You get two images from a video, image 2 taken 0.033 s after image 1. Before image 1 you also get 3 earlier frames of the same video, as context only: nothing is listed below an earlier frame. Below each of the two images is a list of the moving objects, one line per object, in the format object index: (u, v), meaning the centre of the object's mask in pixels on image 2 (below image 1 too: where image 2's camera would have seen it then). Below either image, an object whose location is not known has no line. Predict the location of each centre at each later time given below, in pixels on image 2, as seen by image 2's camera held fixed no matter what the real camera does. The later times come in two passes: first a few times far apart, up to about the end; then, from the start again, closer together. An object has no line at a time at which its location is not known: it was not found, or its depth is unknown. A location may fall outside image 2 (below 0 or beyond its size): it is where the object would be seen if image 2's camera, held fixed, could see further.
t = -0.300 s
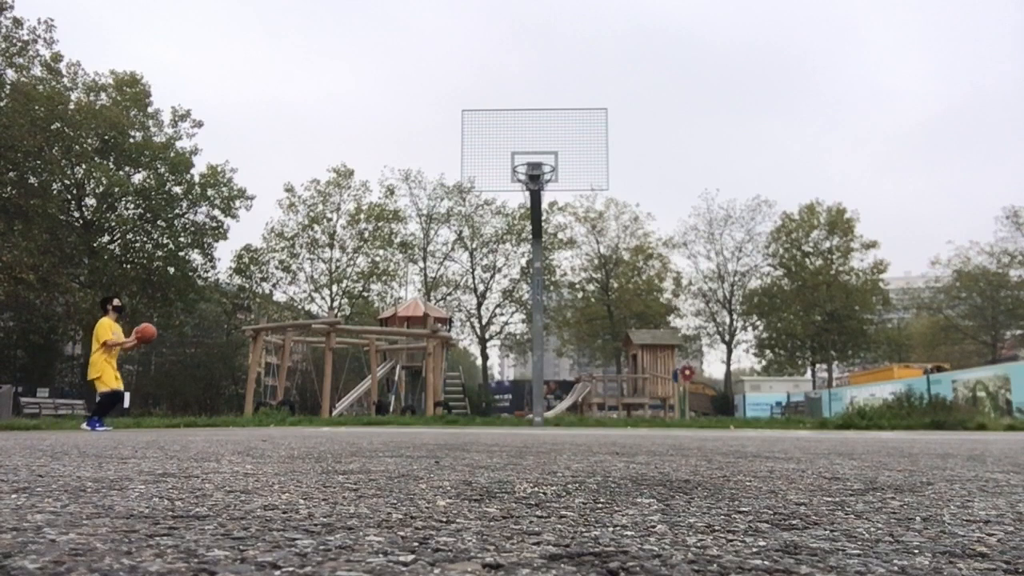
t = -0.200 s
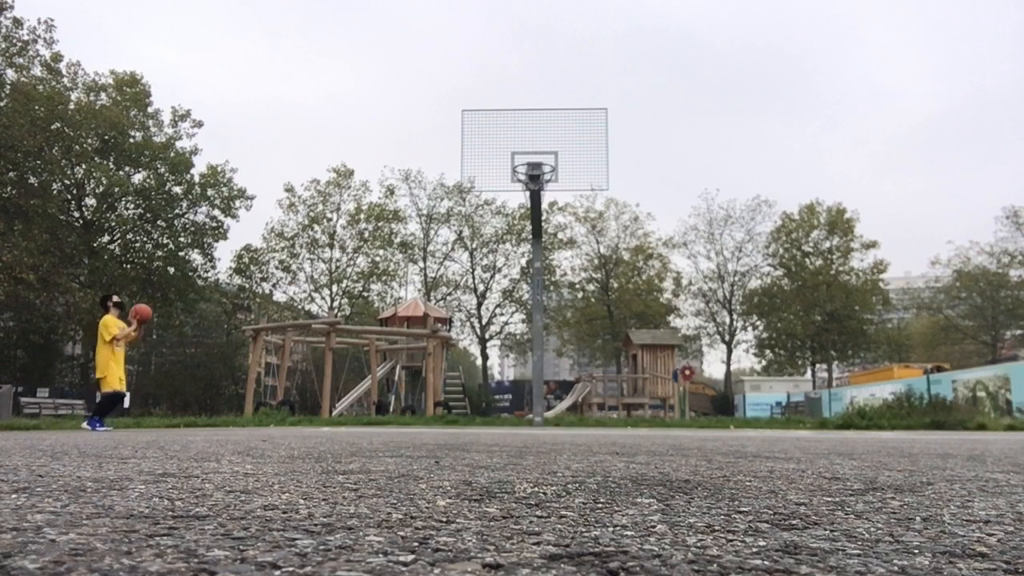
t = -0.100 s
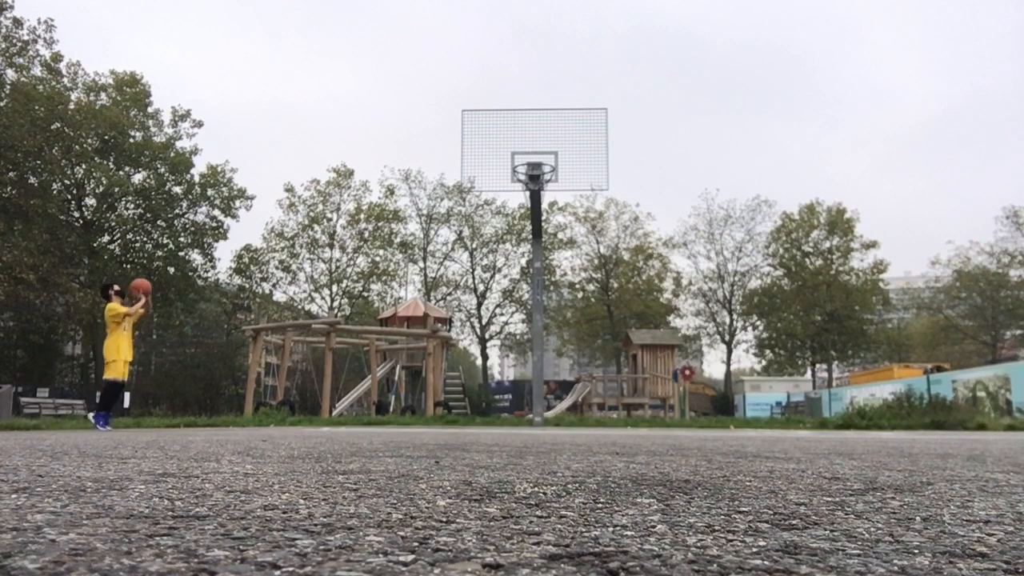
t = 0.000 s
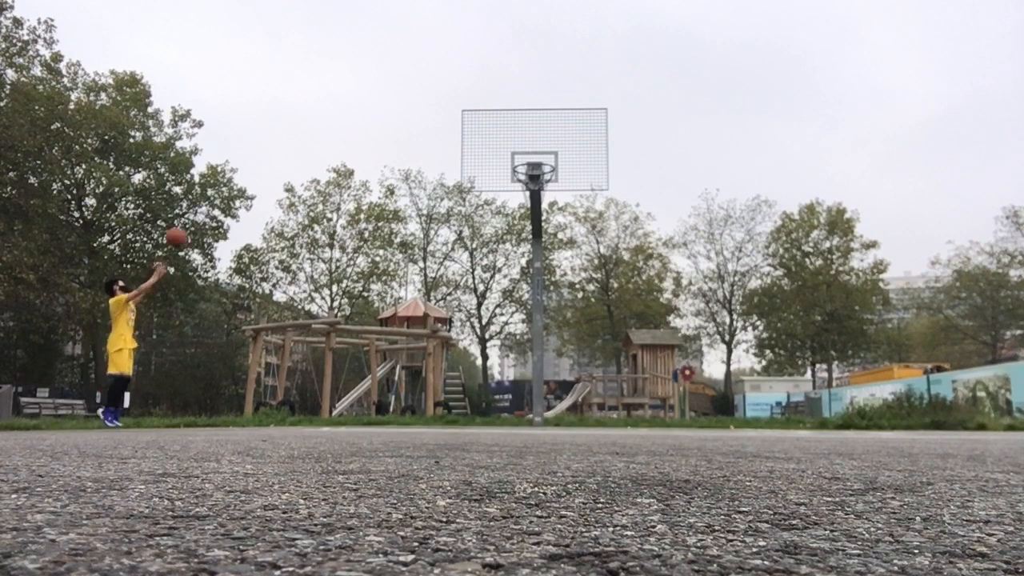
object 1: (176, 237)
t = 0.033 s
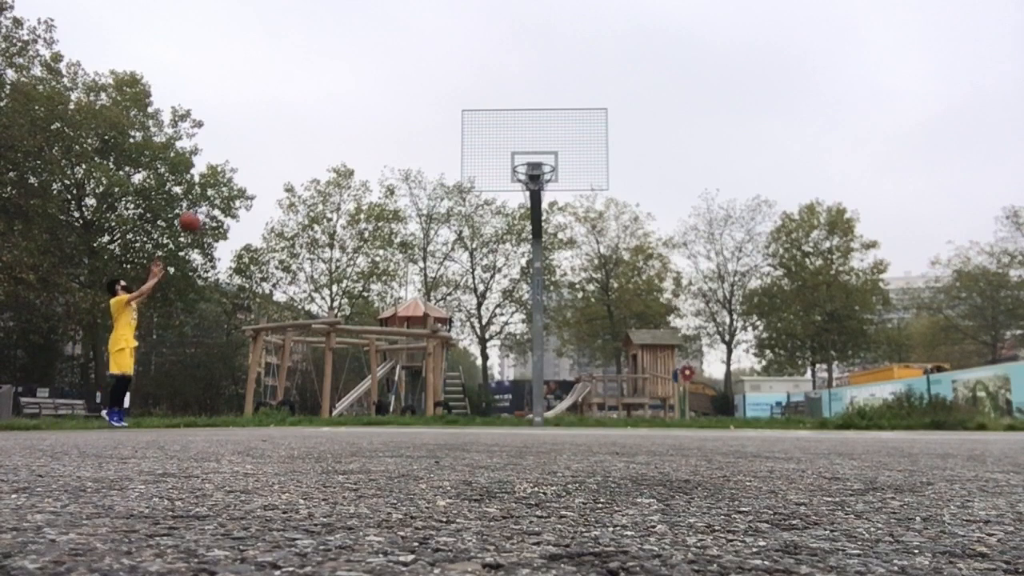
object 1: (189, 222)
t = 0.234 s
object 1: (267, 146)
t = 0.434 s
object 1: (339, 108)
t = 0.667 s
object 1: (420, 102)
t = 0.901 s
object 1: (498, 138)
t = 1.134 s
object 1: (552, 179)
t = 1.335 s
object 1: (545, 187)
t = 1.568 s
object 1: (522, 221)
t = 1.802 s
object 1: (501, 297)
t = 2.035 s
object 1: (479, 415)
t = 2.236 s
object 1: (460, 350)
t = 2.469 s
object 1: (439, 307)
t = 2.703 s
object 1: (418, 309)
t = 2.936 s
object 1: (397, 356)
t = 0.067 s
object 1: (203, 206)
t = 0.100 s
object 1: (216, 192)
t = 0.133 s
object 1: (228, 179)
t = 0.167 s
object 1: (241, 167)
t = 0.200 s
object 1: (254, 156)
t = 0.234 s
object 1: (267, 146)
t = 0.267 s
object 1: (279, 138)
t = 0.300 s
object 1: (291, 130)
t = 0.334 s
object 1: (303, 123)
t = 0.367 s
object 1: (315, 117)
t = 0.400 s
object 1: (327, 112)
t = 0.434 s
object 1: (339, 108)
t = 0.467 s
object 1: (351, 104)
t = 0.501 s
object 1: (363, 102)
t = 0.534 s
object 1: (374, 100)
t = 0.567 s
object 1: (386, 99)
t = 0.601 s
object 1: (397, 99)
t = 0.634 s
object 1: (409, 100)
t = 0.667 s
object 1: (420, 102)
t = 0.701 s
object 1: (431, 105)
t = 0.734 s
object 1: (443, 108)
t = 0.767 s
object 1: (454, 112)
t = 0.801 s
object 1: (465, 118)
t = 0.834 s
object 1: (476, 124)
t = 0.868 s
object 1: (487, 131)
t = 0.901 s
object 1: (498, 138)
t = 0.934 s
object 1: (510, 147)
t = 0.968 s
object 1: (520, 156)
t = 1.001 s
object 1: (532, 168)
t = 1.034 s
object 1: (542, 177)
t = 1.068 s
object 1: (548, 181)
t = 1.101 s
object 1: (550, 180)
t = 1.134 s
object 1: (552, 179)
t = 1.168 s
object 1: (552, 179)
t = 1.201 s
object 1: (551, 180)
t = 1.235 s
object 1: (550, 181)
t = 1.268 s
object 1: (548, 182)
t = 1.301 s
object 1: (547, 185)
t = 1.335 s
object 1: (545, 187)
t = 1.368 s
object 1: (542, 190)
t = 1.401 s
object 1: (538, 193)
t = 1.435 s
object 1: (535, 196)
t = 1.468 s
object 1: (531, 201)
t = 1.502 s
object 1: (528, 207)
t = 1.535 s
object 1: (526, 213)
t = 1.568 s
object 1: (522, 221)
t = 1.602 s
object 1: (519, 229)
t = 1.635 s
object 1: (516, 238)
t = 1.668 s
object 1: (513, 248)
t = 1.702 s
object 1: (510, 259)
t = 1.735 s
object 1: (507, 271)
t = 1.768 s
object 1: (504, 283)
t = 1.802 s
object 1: (501, 297)
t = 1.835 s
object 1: (498, 311)
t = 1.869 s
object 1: (495, 326)
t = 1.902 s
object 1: (492, 342)
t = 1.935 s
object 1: (489, 359)
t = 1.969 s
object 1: (485, 377)
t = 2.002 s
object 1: (482, 396)
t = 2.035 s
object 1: (479, 415)
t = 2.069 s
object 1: (477, 409)
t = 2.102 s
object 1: (473, 396)
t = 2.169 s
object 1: (467, 371)
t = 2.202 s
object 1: (464, 360)
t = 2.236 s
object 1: (460, 350)
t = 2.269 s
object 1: (458, 341)
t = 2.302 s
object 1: (454, 333)
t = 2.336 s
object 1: (452, 326)
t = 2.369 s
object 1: (448, 320)
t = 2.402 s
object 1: (445, 315)
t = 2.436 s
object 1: (443, 309)
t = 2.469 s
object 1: (439, 307)
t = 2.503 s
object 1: (436, 305)
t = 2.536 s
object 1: (433, 303)
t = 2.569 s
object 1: (430, 303)
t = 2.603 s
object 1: (428, 303)
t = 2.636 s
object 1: (425, 304)
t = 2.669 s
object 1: (422, 307)
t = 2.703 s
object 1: (418, 309)
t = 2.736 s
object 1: (416, 314)
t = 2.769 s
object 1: (413, 318)
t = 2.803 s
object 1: (410, 324)
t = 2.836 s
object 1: (407, 331)
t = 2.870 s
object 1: (403, 339)
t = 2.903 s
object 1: (400, 348)
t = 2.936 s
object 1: (397, 356)
